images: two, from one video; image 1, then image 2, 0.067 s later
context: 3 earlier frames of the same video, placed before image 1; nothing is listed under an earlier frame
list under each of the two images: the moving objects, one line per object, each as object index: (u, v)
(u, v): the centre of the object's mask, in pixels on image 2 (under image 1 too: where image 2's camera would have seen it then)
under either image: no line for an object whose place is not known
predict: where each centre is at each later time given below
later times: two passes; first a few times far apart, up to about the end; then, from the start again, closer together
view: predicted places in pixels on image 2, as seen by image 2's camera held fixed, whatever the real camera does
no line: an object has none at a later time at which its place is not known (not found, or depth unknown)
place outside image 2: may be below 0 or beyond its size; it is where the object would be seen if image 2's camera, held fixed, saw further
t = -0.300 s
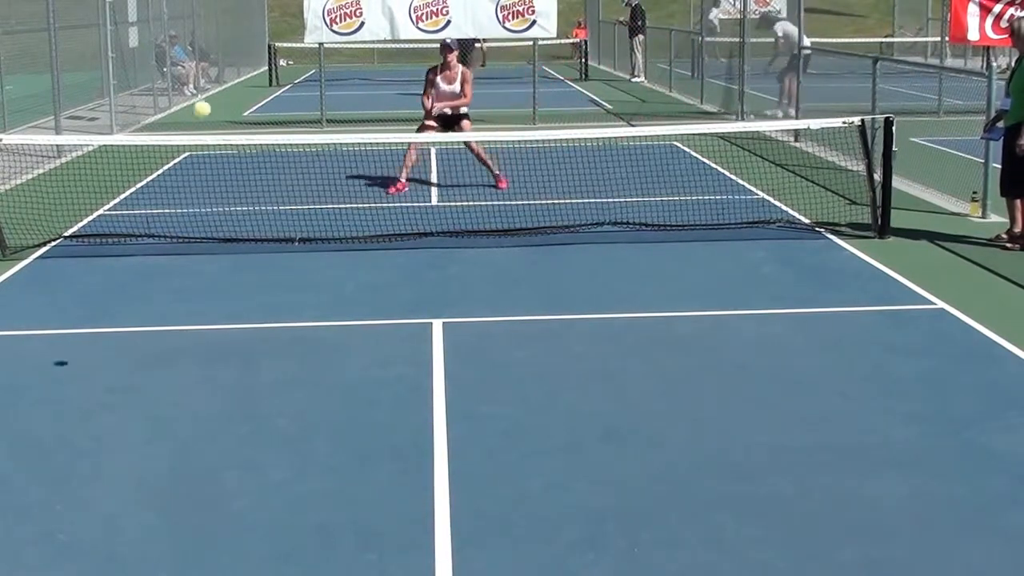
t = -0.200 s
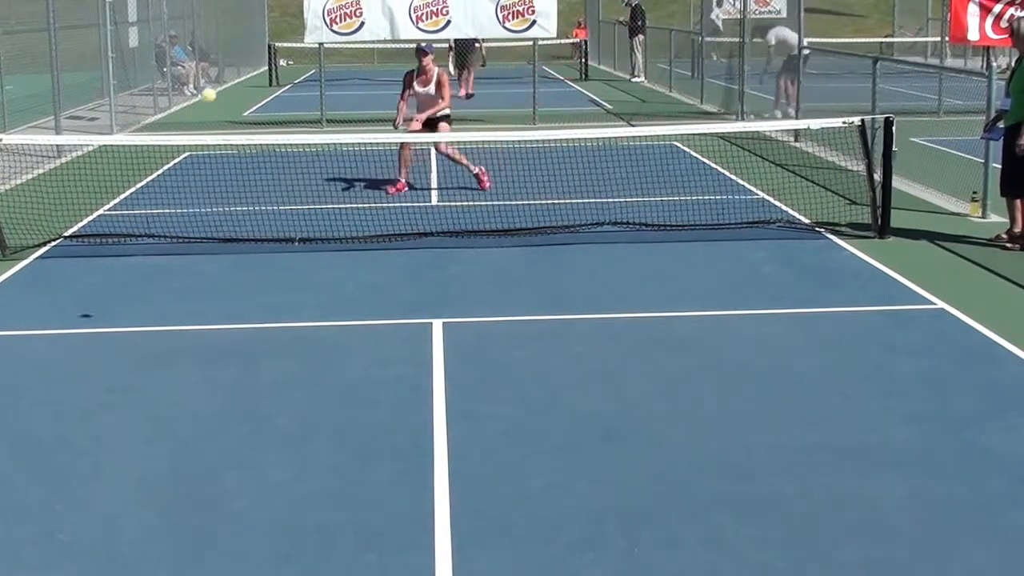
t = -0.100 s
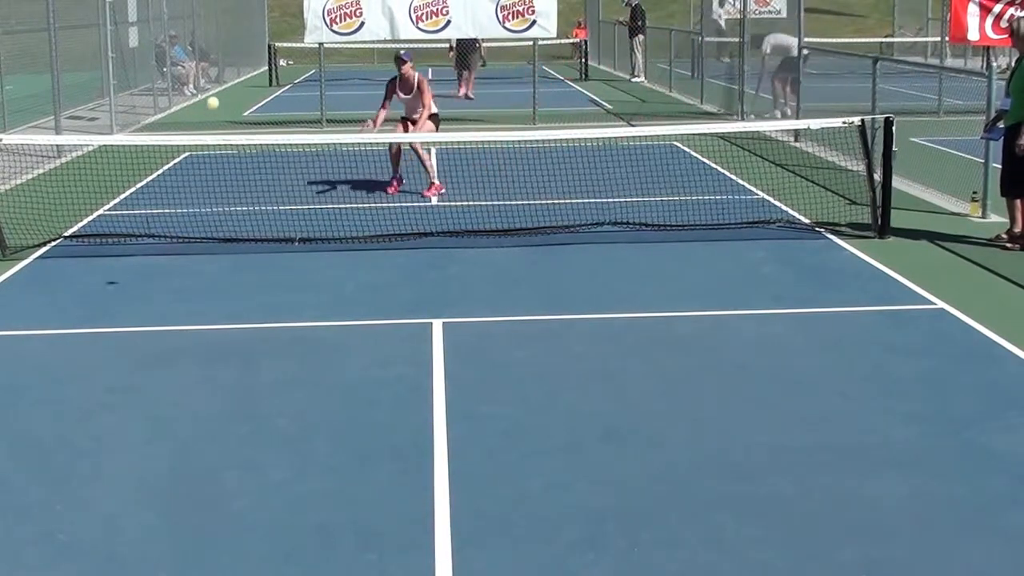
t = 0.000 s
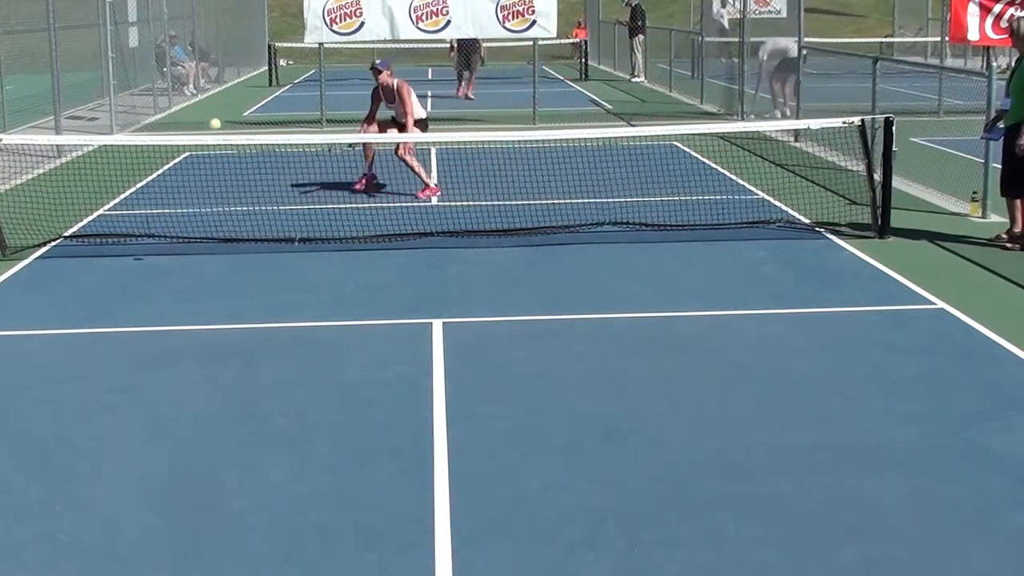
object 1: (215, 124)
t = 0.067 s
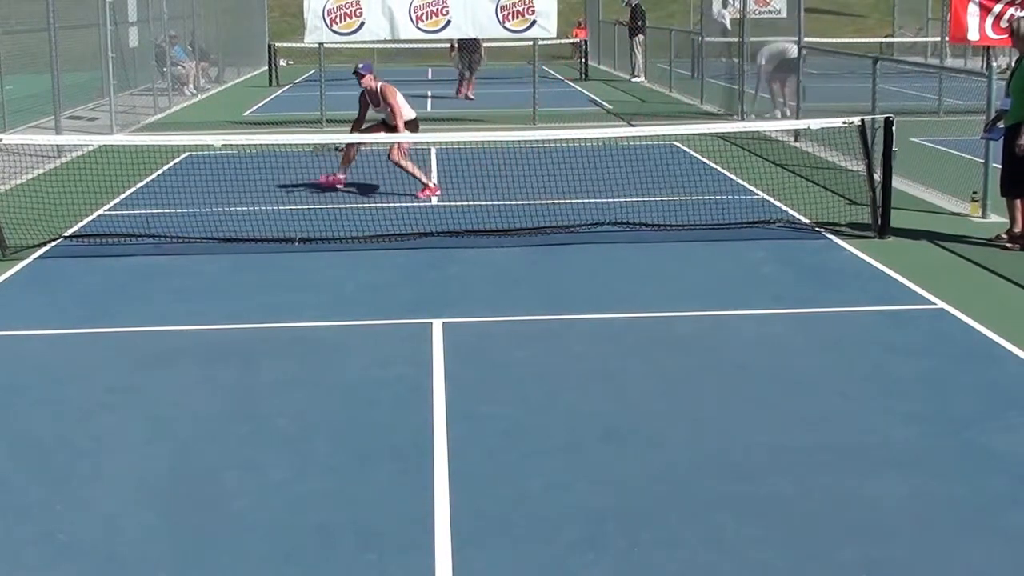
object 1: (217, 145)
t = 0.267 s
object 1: (227, 211)
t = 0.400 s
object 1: (233, 236)
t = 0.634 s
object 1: (236, 201)
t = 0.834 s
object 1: (242, 231)
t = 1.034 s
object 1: (248, 250)
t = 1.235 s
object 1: (252, 252)
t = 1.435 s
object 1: (260, 271)
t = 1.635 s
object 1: (267, 285)
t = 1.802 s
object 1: (275, 289)
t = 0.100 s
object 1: (217, 152)
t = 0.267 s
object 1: (227, 211)
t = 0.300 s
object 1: (230, 228)
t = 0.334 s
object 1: (232, 246)
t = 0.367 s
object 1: (233, 246)
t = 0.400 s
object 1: (233, 236)
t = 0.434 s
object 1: (234, 226)
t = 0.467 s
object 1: (234, 218)
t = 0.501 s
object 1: (234, 211)
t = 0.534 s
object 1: (235, 206)
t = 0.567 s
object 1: (235, 204)
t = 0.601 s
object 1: (235, 202)
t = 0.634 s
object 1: (236, 201)
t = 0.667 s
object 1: (236, 202)
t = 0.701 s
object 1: (237, 204)
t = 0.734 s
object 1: (238, 208)
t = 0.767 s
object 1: (240, 213)
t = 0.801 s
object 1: (241, 222)
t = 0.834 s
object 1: (242, 231)
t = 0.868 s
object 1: (244, 241)
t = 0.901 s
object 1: (245, 253)
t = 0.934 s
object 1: (246, 267)
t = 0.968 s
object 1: (247, 262)
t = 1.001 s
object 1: (247, 255)
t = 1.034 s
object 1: (248, 250)
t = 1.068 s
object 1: (249, 246)
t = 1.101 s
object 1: (249, 244)
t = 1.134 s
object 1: (250, 244)
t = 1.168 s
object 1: (251, 245)
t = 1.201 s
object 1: (252, 248)
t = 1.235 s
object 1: (252, 252)
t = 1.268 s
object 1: (254, 258)
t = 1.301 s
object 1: (255, 266)
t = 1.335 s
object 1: (256, 276)
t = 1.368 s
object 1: (258, 280)
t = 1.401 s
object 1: (259, 275)
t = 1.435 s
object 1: (260, 271)
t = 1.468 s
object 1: (261, 269)
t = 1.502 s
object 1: (262, 269)
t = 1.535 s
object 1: (263, 270)
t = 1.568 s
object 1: (264, 273)
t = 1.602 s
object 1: (266, 278)
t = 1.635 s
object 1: (267, 285)
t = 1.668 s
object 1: (269, 293)
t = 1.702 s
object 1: (270, 291)
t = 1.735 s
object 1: (272, 288)
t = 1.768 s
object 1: (273, 289)
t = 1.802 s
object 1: (275, 289)
